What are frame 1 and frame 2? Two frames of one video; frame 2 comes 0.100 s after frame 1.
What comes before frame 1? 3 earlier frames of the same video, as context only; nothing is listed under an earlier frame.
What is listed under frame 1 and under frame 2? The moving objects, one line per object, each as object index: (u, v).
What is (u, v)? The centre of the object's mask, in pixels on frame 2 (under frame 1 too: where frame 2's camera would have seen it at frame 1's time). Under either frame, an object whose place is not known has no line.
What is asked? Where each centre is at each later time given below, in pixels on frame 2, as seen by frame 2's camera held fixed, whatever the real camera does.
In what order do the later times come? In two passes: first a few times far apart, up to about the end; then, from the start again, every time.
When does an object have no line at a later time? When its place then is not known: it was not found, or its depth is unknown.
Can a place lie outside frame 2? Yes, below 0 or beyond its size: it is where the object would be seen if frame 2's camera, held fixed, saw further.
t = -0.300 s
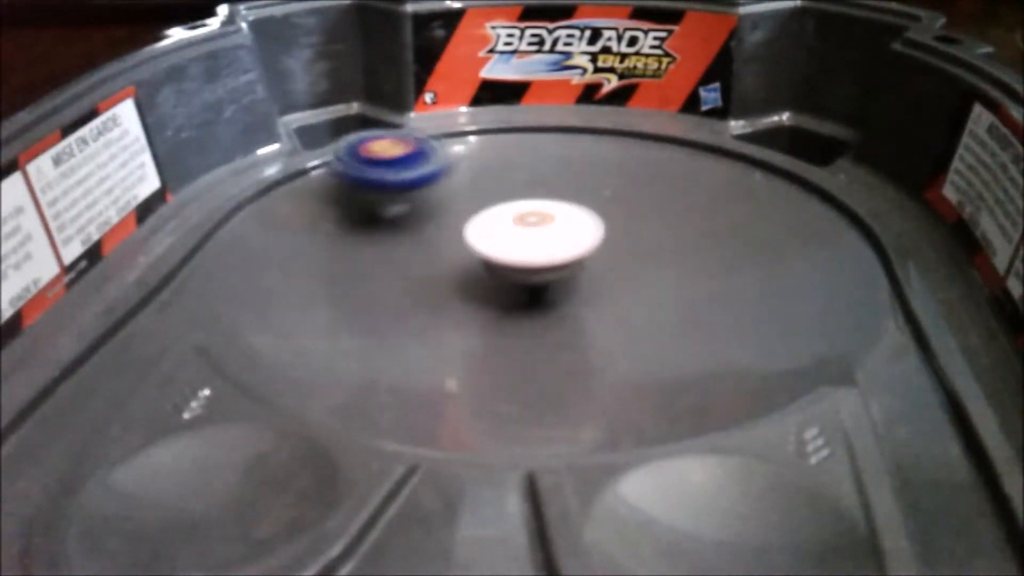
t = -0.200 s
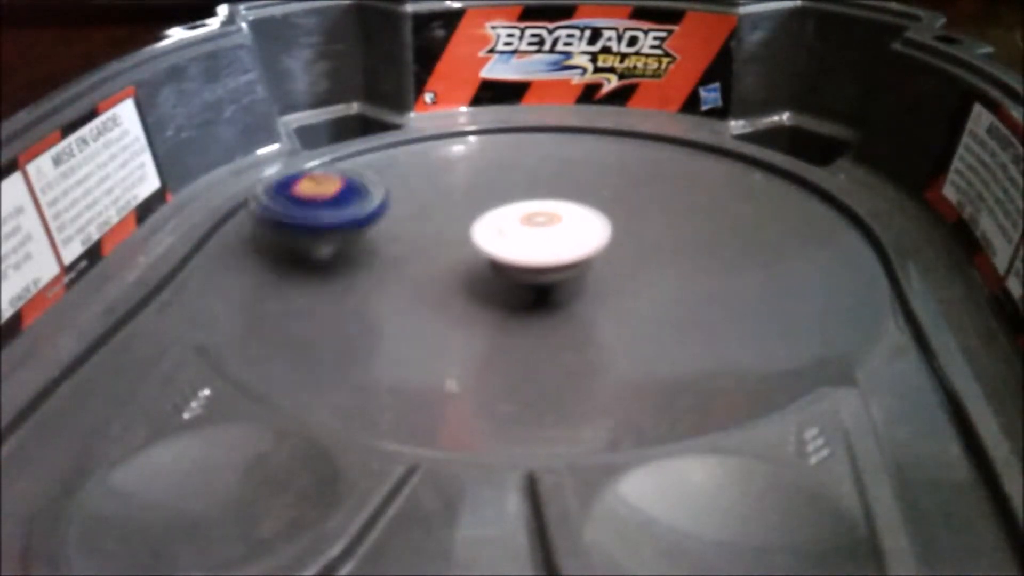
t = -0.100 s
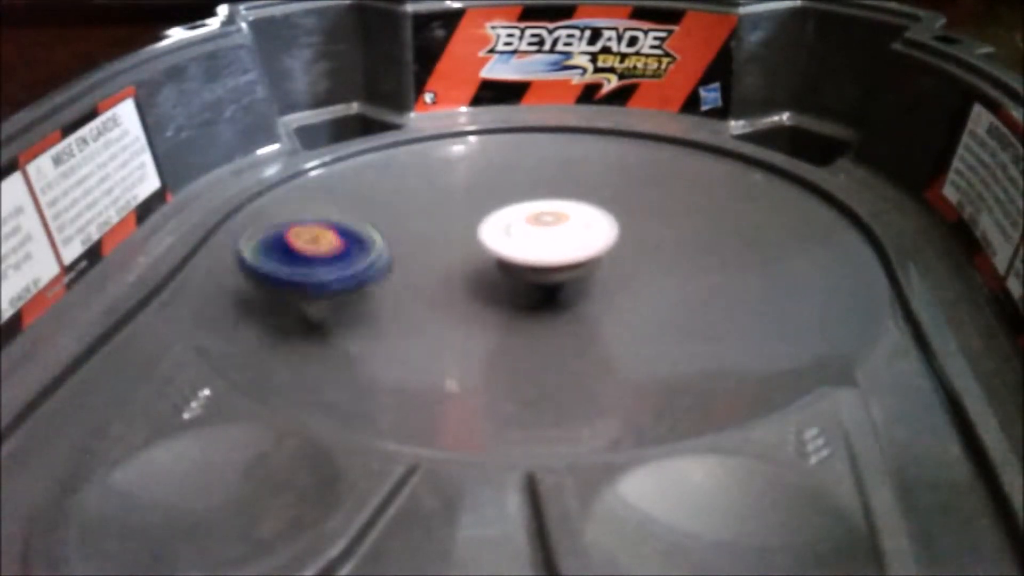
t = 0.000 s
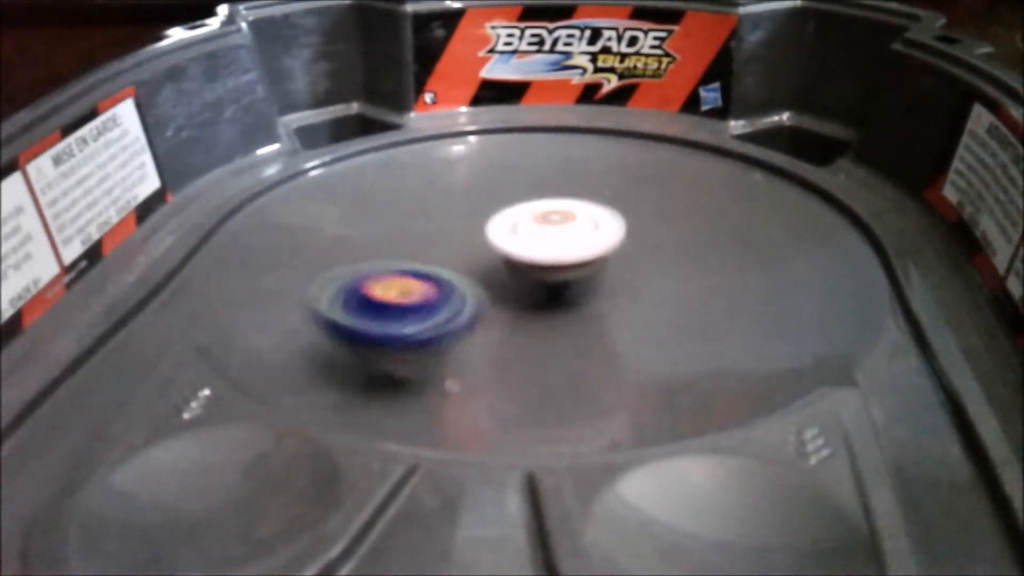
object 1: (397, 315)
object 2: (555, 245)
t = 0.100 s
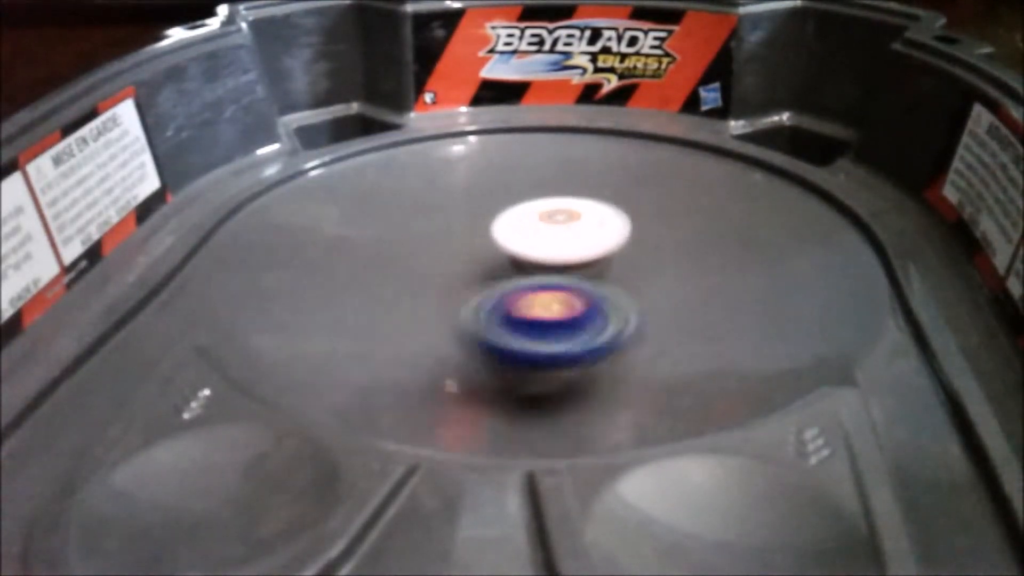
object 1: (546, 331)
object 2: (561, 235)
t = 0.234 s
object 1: (716, 283)
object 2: (564, 243)
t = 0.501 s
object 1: (653, 152)
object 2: (564, 239)
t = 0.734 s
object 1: (433, 177)
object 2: (558, 238)
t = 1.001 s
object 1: (427, 305)
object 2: (552, 239)
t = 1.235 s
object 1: (744, 293)
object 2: (550, 241)
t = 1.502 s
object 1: (647, 180)
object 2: (560, 244)
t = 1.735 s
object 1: (417, 200)
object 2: (574, 246)
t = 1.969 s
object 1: (370, 295)
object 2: (578, 245)
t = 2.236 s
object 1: (657, 295)
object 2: (567, 239)
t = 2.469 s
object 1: (747, 193)
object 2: (508, 202)
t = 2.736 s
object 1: (603, 163)
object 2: (402, 207)
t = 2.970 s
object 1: (565, 208)
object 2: (411, 253)
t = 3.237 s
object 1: (725, 256)
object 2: (549, 277)
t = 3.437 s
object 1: (752, 207)
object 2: (669, 280)
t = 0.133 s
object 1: (594, 325)
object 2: (561, 234)
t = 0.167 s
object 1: (644, 311)
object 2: (560, 239)
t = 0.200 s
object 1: (681, 301)
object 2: (563, 242)
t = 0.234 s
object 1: (716, 283)
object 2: (564, 243)
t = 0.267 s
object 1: (737, 263)
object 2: (565, 242)
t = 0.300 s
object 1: (750, 242)
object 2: (566, 241)
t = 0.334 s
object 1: (753, 222)
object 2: (566, 241)
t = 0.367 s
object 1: (746, 202)
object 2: (567, 240)
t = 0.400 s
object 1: (731, 184)
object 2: (566, 240)
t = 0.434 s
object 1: (709, 169)
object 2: (566, 240)
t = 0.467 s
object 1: (681, 159)
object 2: (565, 240)
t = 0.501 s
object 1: (653, 152)
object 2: (564, 239)
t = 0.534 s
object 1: (622, 147)
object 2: (564, 239)
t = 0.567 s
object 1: (591, 140)
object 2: (562, 239)
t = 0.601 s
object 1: (558, 141)
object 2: (561, 238)
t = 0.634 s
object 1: (522, 150)
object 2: (560, 238)
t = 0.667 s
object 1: (494, 154)
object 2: (559, 238)
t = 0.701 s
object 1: (460, 165)
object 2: (558, 239)
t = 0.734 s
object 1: (433, 177)
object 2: (558, 238)
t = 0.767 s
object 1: (410, 192)
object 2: (557, 238)
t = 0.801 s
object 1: (394, 207)
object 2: (557, 237)
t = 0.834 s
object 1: (382, 222)
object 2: (557, 237)
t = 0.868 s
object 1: (377, 241)
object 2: (555, 237)
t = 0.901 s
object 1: (377, 255)
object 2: (554, 237)
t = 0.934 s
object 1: (385, 273)
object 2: (554, 238)
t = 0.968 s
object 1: (403, 290)
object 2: (553, 239)
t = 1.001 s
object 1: (427, 305)
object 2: (552, 239)
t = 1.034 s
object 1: (497, 328)
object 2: (553, 234)
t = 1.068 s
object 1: (539, 335)
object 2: (551, 233)
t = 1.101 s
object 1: (588, 335)
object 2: (549, 235)
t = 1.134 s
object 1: (634, 330)
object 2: (548, 239)
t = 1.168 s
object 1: (677, 322)
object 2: (549, 240)
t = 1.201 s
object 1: (716, 309)
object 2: (549, 241)
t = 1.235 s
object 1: (744, 293)
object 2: (550, 241)
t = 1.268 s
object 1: (761, 274)
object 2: (551, 242)
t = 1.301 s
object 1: (766, 255)
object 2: (551, 242)
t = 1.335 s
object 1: (762, 237)
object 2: (552, 243)
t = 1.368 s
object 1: (752, 221)
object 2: (553, 244)
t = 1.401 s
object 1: (733, 208)
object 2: (555, 243)
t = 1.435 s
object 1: (706, 195)
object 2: (557, 244)
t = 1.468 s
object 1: (676, 189)
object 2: (558, 244)
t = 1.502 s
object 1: (647, 180)
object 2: (560, 244)
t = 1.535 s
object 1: (615, 172)
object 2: (562, 245)
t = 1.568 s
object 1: (581, 167)
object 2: (564, 245)
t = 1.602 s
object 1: (547, 168)
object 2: (566, 245)
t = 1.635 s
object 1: (511, 173)
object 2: (568, 245)
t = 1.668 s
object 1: (476, 186)
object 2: (570, 246)
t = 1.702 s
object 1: (447, 191)
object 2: (572, 246)
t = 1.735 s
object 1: (417, 200)
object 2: (574, 246)
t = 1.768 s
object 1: (393, 209)
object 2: (575, 245)
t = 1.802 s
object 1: (374, 221)
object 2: (576, 246)
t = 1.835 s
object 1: (358, 234)
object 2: (578, 246)
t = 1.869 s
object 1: (349, 249)
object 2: (578, 245)
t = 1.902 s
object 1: (346, 265)
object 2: (578, 245)
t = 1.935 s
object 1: (354, 279)
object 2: (578, 246)
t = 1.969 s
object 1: (370, 295)
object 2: (578, 245)
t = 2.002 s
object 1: (395, 308)
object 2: (578, 244)
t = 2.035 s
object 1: (430, 319)
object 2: (577, 244)
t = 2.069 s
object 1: (470, 325)
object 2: (577, 244)
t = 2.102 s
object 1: (509, 330)
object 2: (578, 239)
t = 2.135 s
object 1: (558, 326)
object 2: (576, 234)
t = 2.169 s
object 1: (598, 318)
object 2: (574, 233)
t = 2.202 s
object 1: (630, 308)
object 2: (570, 234)
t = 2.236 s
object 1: (657, 295)
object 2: (567, 239)
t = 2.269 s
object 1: (691, 282)
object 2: (556, 234)
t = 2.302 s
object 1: (723, 269)
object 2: (542, 227)
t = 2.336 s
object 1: (747, 253)
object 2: (531, 220)
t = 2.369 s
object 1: (762, 237)
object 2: (523, 214)
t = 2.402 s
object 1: (765, 221)
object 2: (518, 210)
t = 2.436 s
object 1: (761, 206)
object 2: (513, 206)
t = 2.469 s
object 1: (747, 193)
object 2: (508, 202)
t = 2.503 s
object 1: (726, 182)
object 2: (505, 200)
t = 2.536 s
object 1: (699, 175)
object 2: (502, 198)
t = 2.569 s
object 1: (671, 172)
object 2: (499, 196)
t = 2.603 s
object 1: (641, 172)
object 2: (496, 195)
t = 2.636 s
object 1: (615, 173)
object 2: (483, 195)
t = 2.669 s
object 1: (614, 167)
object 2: (450, 200)
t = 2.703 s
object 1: (609, 163)
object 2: (420, 203)
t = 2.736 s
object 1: (603, 163)
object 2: (402, 207)
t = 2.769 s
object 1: (595, 163)
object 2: (389, 214)
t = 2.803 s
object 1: (588, 165)
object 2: (381, 222)
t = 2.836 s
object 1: (581, 171)
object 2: (380, 228)
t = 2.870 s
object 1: (572, 177)
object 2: (384, 232)
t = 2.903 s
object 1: (567, 185)
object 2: (389, 238)
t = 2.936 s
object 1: (565, 196)
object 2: (401, 244)
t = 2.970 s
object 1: (565, 208)
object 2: (411, 253)
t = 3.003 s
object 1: (570, 220)
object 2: (425, 258)
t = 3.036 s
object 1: (579, 231)
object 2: (441, 258)
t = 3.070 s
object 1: (594, 241)
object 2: (459, 264)
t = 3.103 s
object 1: (611, 251)
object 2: (478, 265)
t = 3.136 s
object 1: (638, 256)
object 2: (497, 269)
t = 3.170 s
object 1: (667, 260)
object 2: (512, 273)
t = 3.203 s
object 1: (697, 259)
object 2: (530, 274)
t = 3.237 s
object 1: (725, 256)
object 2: (549, 277)
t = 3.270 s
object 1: (750, 250)
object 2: (571, 278)
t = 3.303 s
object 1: (769, 240)
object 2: (592, 282)
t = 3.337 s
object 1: (778, 229)
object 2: (612, 281)
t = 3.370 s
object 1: (776, 220)
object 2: (631, 282)
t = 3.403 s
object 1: (767, 215)
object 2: (650, 283)
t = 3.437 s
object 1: (752, 207)
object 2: (669, 280)
